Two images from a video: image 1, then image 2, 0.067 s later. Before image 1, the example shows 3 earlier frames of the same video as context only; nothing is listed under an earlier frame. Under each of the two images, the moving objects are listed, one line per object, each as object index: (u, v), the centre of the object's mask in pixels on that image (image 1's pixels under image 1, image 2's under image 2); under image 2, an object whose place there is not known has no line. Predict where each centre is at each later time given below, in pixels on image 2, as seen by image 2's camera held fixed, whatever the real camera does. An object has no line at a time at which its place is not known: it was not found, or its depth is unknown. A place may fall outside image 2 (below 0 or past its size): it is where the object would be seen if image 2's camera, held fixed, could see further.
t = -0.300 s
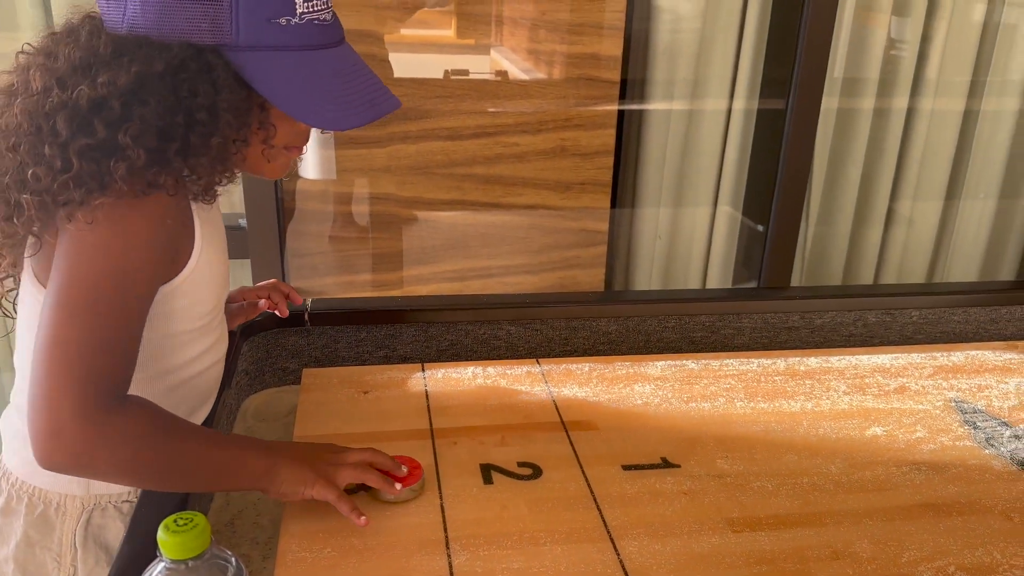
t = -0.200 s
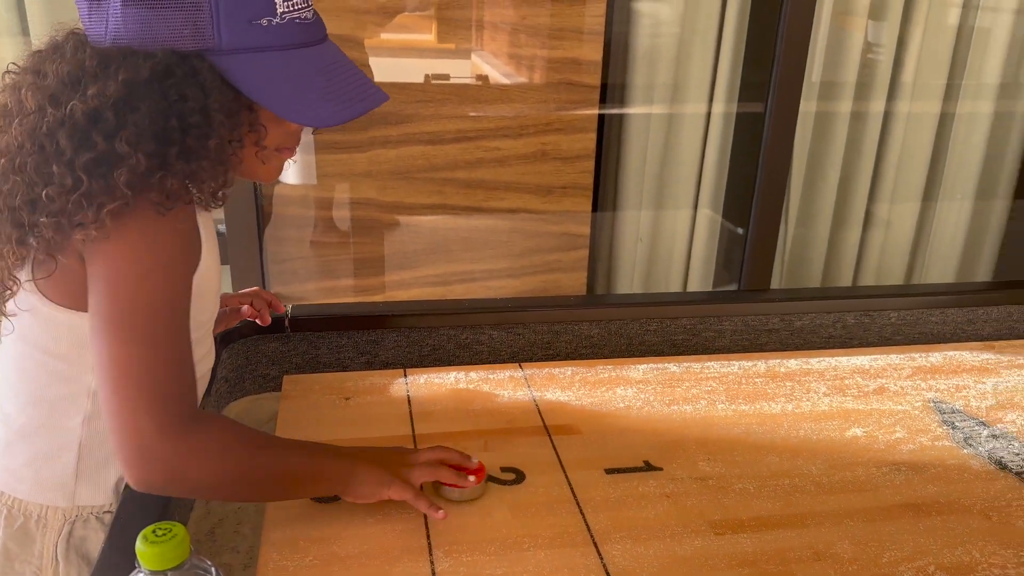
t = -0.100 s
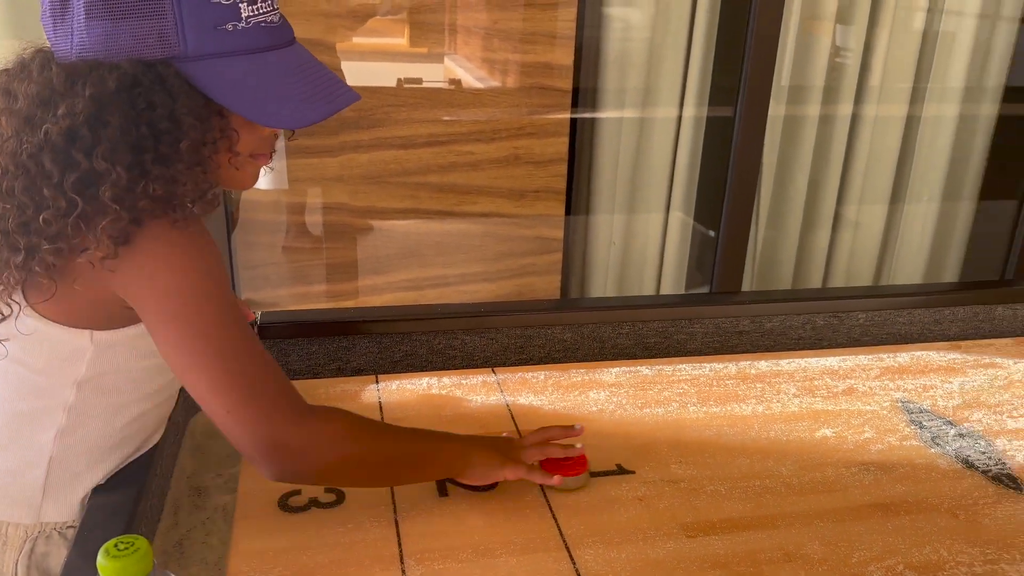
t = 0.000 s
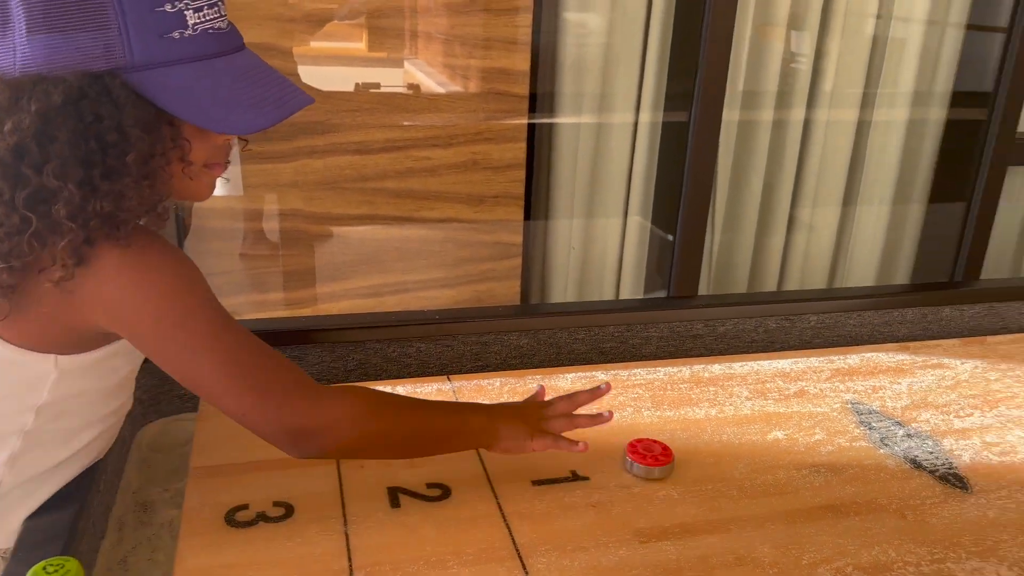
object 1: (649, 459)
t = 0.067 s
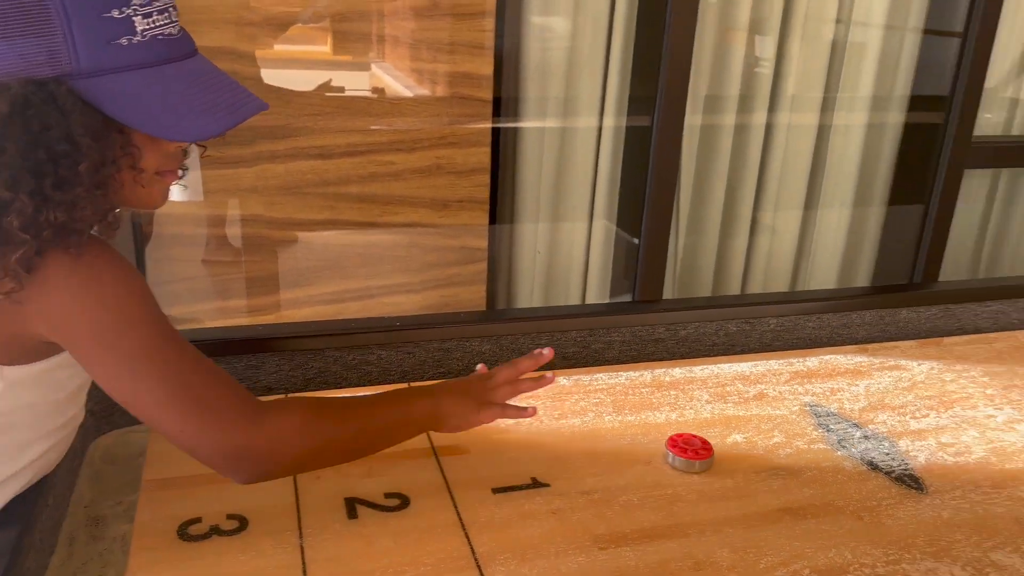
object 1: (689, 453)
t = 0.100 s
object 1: (727, 447)
